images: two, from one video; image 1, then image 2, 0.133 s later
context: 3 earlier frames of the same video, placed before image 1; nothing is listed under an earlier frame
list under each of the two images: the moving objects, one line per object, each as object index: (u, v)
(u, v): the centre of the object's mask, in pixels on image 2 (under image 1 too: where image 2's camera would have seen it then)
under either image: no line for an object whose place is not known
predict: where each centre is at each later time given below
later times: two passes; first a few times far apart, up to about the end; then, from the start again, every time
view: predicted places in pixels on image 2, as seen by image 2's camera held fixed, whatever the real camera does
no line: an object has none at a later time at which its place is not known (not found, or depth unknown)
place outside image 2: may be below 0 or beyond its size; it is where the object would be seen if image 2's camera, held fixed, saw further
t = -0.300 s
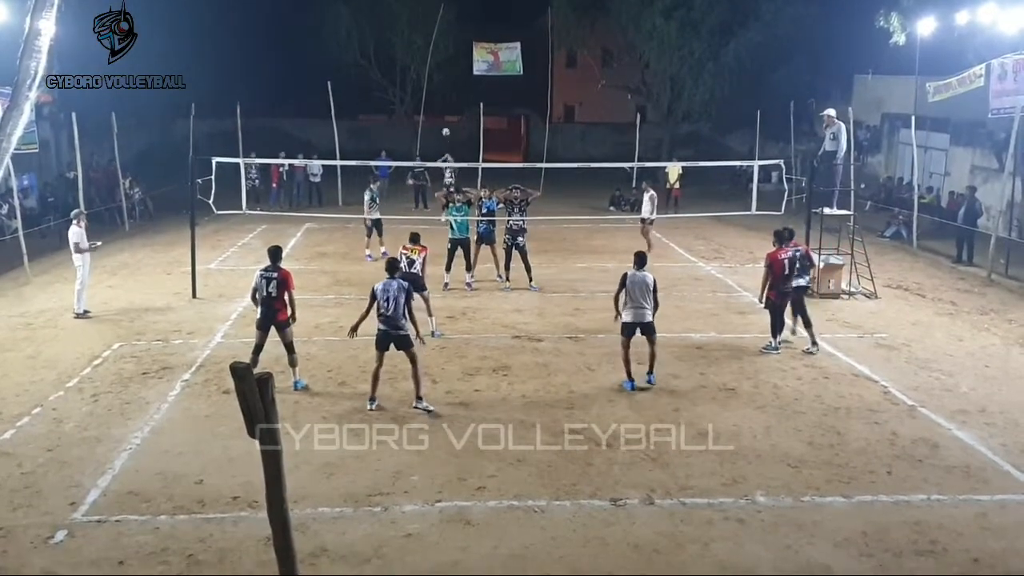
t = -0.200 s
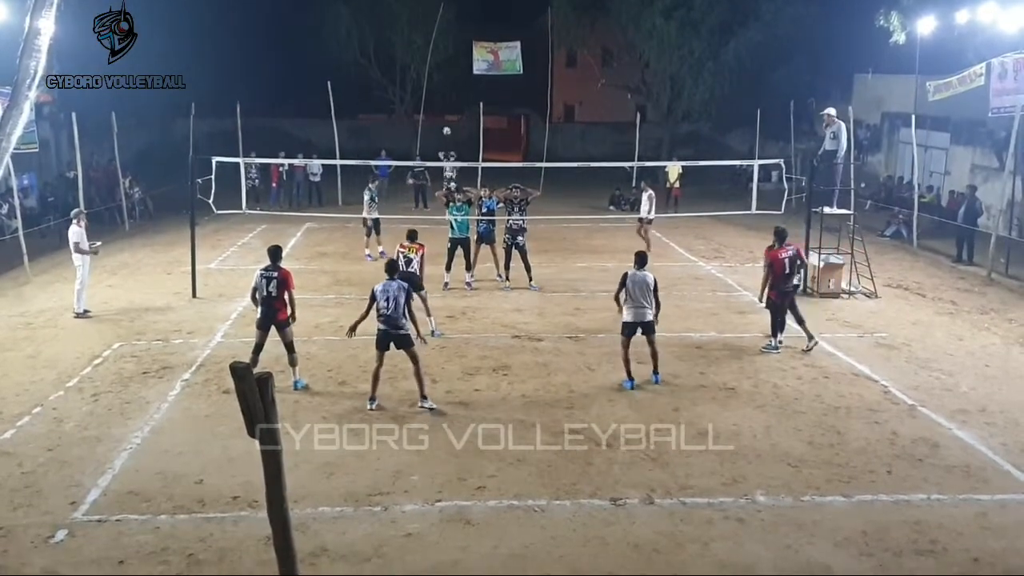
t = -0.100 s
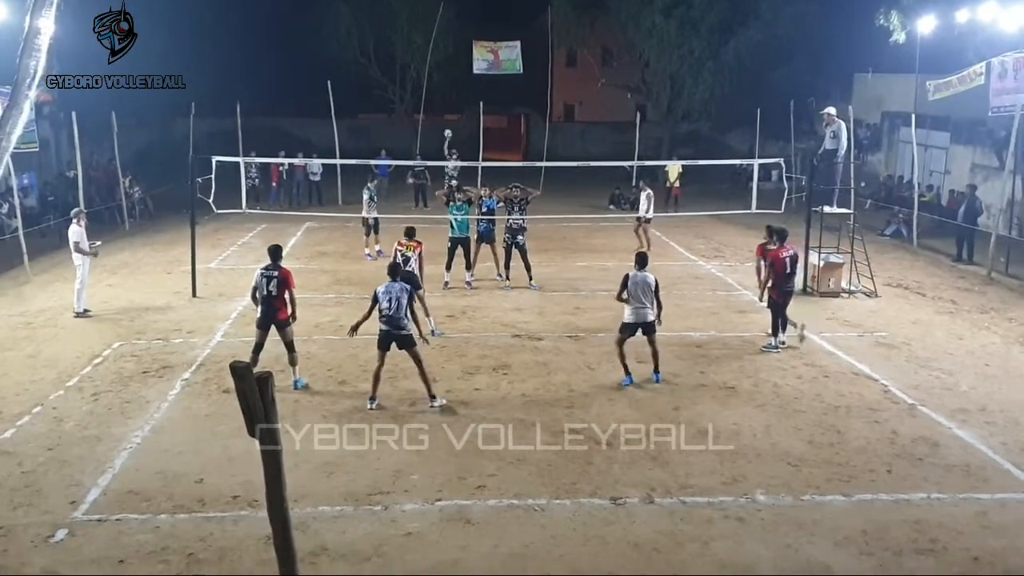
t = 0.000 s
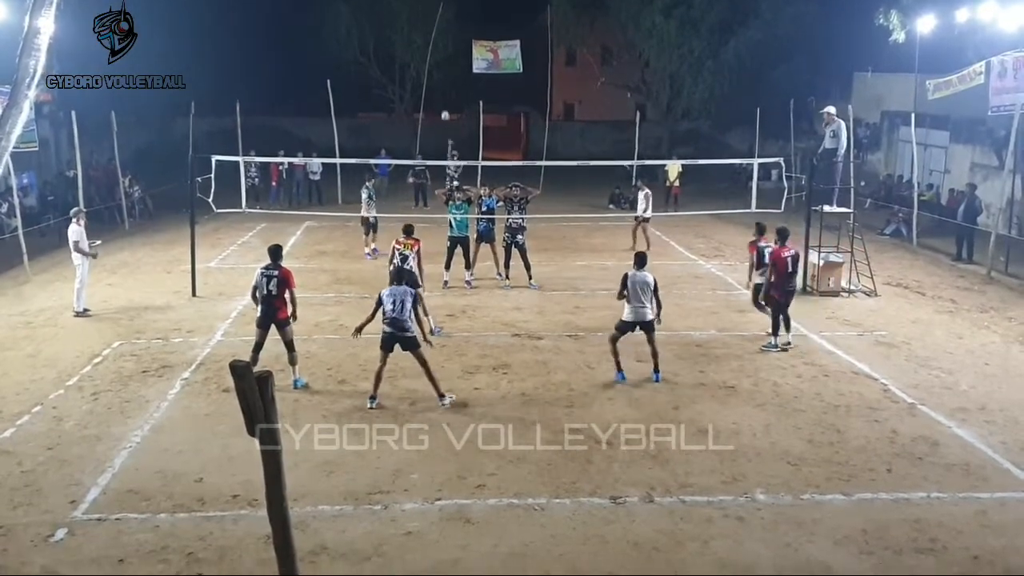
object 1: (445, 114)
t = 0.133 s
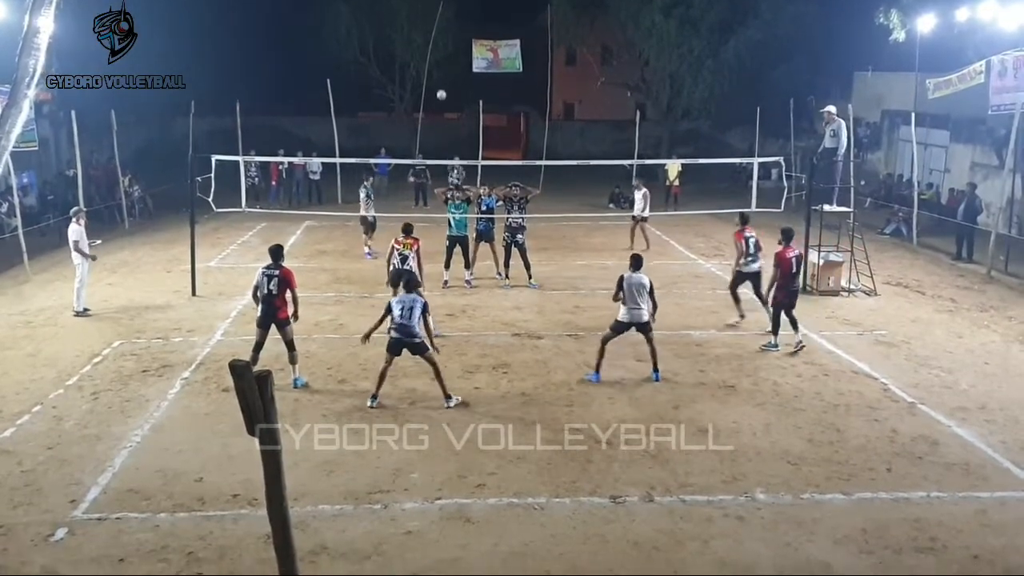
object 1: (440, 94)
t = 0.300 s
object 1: (434, 75)
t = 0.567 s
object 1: (422, 65)
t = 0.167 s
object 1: (439, 89)
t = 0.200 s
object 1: (438, 86)
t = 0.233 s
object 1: (437, 82)
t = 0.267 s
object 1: (435, 78)
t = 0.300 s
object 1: (434, 75)
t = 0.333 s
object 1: (433, 73)
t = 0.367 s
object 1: (431, 70)
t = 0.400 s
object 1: (430, 68)
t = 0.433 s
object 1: (428, 67)
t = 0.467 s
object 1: (427, 65)
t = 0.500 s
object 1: (425, 65)
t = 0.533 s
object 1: (424, 64)
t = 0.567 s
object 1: (422, 65)
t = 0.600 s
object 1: (420, 65)
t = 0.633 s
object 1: (418, 67)
